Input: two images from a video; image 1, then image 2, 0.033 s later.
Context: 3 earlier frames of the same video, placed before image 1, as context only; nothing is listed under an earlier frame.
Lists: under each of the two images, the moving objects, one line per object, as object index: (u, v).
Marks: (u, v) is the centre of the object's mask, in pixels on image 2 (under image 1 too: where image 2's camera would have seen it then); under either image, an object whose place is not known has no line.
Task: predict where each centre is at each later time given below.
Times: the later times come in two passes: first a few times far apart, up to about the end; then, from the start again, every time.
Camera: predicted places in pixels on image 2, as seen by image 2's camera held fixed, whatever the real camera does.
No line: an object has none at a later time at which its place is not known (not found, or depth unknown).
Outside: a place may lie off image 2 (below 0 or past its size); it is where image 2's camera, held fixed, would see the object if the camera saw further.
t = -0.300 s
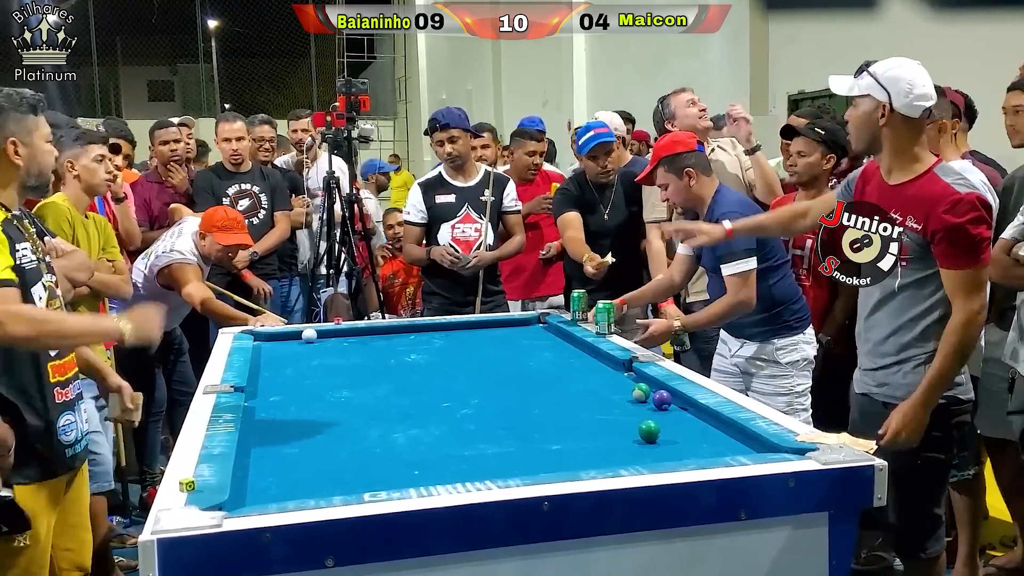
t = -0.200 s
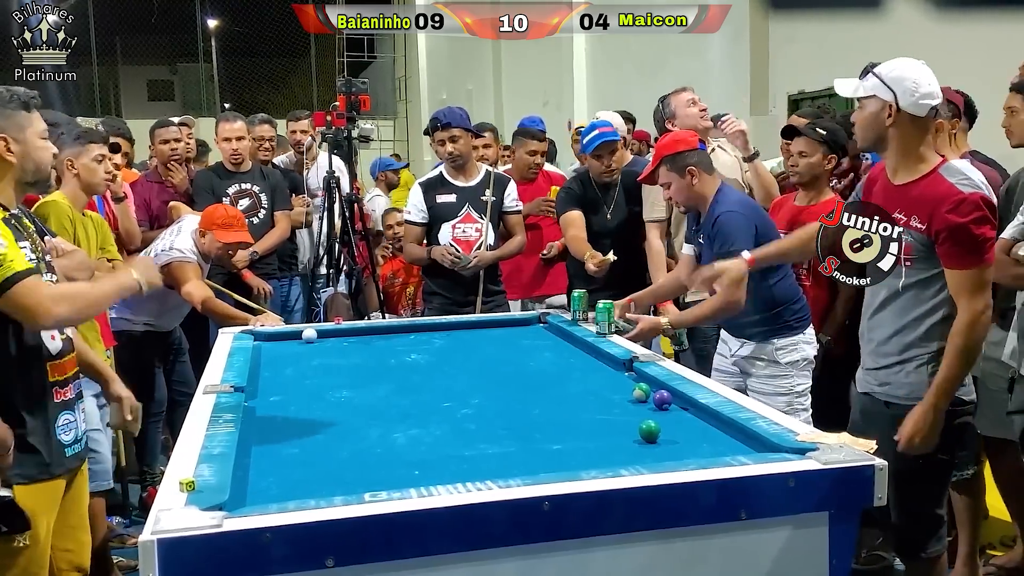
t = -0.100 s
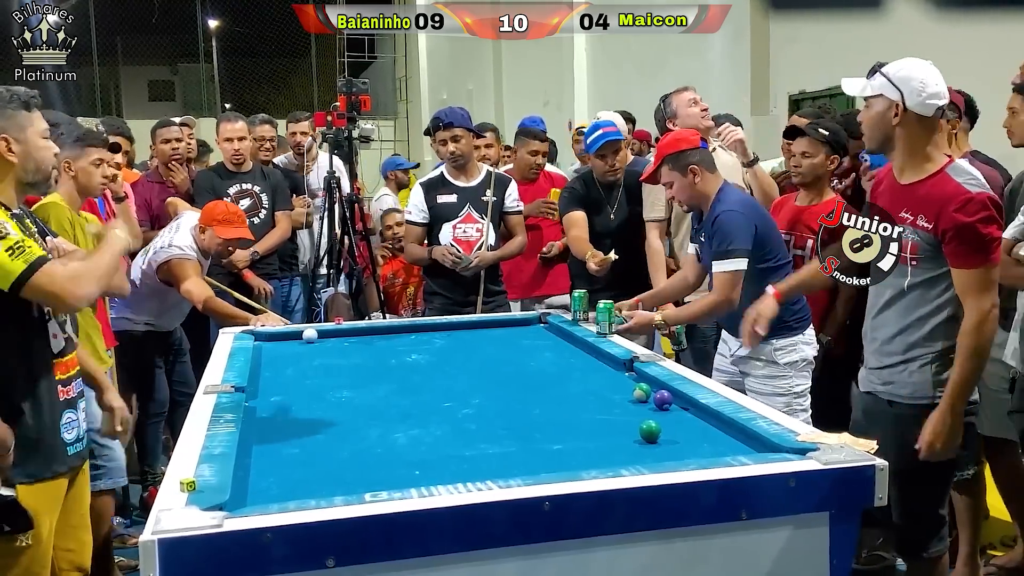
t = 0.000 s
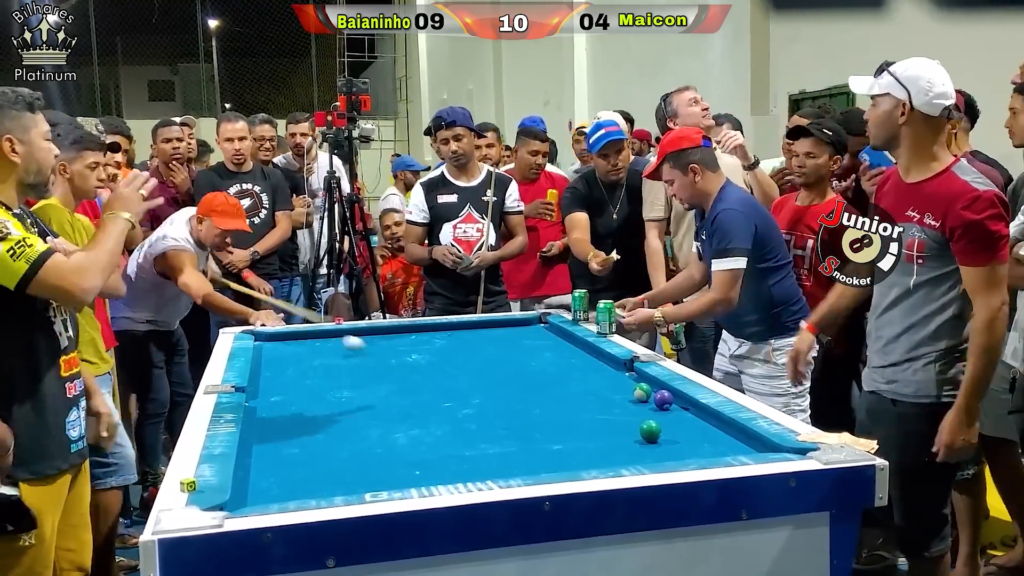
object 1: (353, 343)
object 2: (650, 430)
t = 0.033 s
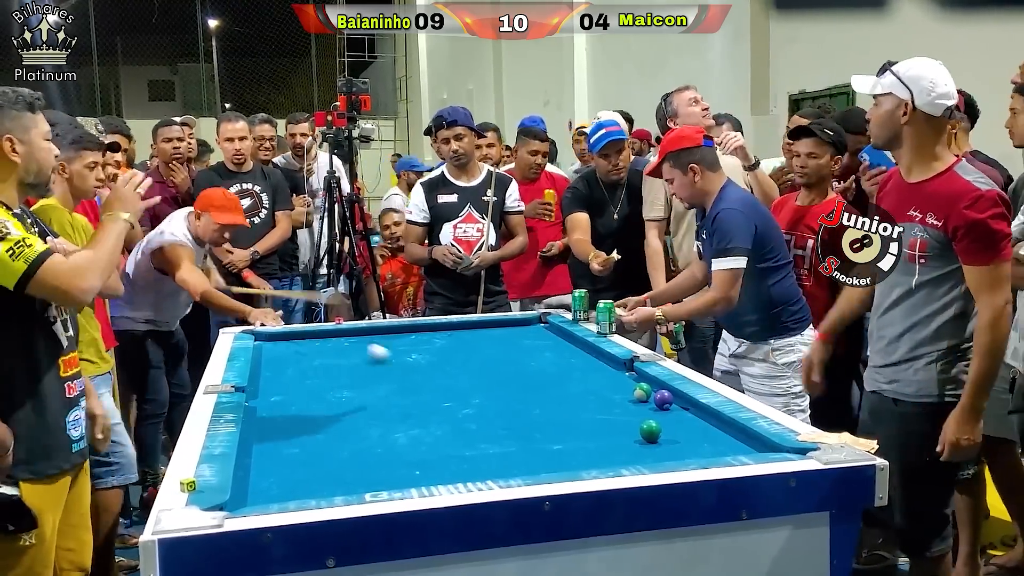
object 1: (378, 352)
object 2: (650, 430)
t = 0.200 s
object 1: (531, 395)
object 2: (650, 430)
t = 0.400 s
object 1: (653, 434)
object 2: (754, 440)
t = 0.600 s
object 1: (715, 453)
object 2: (632, 410)
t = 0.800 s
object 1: (718, 437)
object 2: (546, 390)
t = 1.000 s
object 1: (713, 424)
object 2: (476, 373)
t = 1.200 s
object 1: (673, 416)
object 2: (417, 360)
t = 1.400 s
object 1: (638, 409)
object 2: (367, 348)
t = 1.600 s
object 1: (605, 403)
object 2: (324, 338)
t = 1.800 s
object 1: (577, 398)
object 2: (281, 339)
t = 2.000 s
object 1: (551, 393)
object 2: (281, 348)
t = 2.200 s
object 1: (527, 389)
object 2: (316, 354)
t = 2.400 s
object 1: (505, 385)
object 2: (353, 361)
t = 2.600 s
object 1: (485, 381)
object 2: (393, 368)
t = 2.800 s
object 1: (467, 378)
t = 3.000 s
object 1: (488, 378)
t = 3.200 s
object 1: (514, 379)
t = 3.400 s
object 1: (538, 380)
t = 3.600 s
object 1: (561, 381)
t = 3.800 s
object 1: (582, 381)
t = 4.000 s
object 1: (603, 382)
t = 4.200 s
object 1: (622, 383)
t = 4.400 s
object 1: (639, 381)
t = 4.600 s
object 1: (652, 383)
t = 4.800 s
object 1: (647, 382)
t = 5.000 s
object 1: (638, 382)
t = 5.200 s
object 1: (634, 384)
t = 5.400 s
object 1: (633, 384)
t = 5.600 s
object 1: (632, 384)
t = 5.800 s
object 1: (632, 384)
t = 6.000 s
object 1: (631, 384)
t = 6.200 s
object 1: (631, 384)
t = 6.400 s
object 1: (631, 385)
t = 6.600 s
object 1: (631, 384)
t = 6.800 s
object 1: (631, 385)
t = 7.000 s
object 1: (632, 385)
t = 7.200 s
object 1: (631, 385)
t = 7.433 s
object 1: (632, 385)
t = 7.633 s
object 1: (631, 385)
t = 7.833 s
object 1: (631, 385)
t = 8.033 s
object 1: (631, 385)
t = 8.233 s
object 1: (631, 385)
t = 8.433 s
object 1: (632, 385)
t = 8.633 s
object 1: (632, 385)
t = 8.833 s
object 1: (632, 385)
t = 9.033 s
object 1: (632, 385)
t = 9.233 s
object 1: (632, 385)
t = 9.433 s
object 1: (632, 385)
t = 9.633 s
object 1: (632, 385)
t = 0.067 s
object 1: (405, 359)
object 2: (650, 430)
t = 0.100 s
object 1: (433, 368)
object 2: (650, 430)
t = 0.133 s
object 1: (463, 375)
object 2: (650, 430)
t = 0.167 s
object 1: (496, 385)
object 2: (650, 430)
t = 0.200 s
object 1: (531, 395)
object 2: (650, 430)
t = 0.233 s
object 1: (571, 406)
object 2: (650, 430)
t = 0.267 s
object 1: (614, 417)
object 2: (650, 430)
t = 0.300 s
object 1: (637, 424)
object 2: (682, 433)
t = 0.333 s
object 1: (641, 425)
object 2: (745, 448)
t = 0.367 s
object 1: (647, 430)
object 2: (759, 446)
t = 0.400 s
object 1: (653, 434)
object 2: (754, 440)
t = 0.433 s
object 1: (660, 438)
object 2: (729, 434)
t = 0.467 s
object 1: (669, 441)
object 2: (706, 428)
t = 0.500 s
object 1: (679, 445)
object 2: (684, 423)
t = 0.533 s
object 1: (690, 448)
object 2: (665, 418)
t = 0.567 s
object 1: (702, 450)
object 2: (648, 414)
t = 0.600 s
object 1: (715, 453)
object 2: (632, 410)
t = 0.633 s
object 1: (716, 451)
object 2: (616, 407)
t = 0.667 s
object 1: (715, 448)
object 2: (601, 403)
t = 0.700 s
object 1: (714, 446)
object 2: (586, 399)
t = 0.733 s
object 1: (715, 443)
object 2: (573, 397)
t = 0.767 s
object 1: (716, 440)
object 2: (559, 393)
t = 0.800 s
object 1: (718, 437)
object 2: (546, 390)
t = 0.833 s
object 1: (720, 434)
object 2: (533, 387)
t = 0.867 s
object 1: (723, 431)
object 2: (521, 384)
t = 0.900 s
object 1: (726, 429)
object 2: (509, 381)
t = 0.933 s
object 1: (728, 426)
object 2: (498, 379)
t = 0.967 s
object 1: (720, 425)
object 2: (487, 376)
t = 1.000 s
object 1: (713, 424)
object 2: (476, 373)
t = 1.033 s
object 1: (706, 422)
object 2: (465, 371)
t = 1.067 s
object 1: (699, 421)
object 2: (455, 368)
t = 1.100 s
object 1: (693, 420)
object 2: (445, 366)
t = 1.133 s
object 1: (686, 418)
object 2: (435, 364)
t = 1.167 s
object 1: (679, 417)
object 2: (426, 362)
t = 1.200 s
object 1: (673, 416)
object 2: (417, 360)
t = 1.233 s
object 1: (667, 415)
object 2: (408, 358)
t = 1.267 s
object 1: (661, 414)
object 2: (400, 356)
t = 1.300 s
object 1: (655, 413)
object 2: (391, 354)
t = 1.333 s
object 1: (649, 411)
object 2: (383, 352)
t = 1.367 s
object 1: (643, 410)
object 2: (375, 350)
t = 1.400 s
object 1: (638, 409)
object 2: (367, 348)
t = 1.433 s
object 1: (632, 408)
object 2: (360, 347)
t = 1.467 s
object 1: (626, 407)
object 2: (352, 345)
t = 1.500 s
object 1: (621, 406)
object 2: (345, 343)
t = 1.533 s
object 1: (616, 405)
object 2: (338, 341)
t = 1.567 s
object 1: (611, 404)
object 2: (331, 339)
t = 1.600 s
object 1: (605, 403)
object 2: (324, 338)
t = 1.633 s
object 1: (600, 402)
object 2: (318, 336)
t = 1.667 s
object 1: (595, 401)
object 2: (311, 335)
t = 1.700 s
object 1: (591, 400)
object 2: (305, 334)
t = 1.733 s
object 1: (586, 399)
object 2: (297, 336)
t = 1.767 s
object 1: (581, 399)
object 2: (289, 338)
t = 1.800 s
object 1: (577, 398)
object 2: (281, 339)
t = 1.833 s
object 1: (572, 397)
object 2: (273, 341)
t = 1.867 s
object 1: (568, 396)
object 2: (264, 344)
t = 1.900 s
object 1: (563, 395)
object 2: (262, 345)
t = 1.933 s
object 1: (559, 395)
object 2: (268, 346)
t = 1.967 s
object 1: (555, 394)
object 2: (275, 347)
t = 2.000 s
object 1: (551, 393)
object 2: (281, 348)
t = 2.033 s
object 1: (546, 392)
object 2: (287, 349)
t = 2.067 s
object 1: (542, 391)
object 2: (292, 350)
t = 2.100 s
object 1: (538, 390)
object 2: (298, 351)
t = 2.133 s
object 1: (534, 390)
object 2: (304, 353)
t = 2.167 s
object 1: (530, 389)
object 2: (310, 353)
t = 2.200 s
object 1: (527, 389)
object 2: (316, 354)
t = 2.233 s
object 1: (523, 388)
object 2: (322, 356)
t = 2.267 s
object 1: (519, 387)
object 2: (329, 357)
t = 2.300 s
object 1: (515, 387)
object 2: (335, 358)
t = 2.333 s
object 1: (512, 386)
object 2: (341, 359)
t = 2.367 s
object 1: (508, 385)
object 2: (347, 360)
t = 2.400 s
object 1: (505, 385)
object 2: (353, 361)
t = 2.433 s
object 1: (501, 384)
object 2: (360, 362)
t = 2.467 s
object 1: (498, 383)
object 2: (366, 363)
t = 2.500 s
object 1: (495, 383)
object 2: (373, 364)
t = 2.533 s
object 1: (491, 382)
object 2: (379, 365)
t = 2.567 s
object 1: (488, 382)
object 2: (386, 366)
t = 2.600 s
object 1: (485, 381)
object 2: (393, 368)
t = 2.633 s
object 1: (482, 381)
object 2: (400, 369)
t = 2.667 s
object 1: (479, 380)
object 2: (406, 370)
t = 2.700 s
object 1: (476, 380)
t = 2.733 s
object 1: (473, 379)
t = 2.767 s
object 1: (470, 379)
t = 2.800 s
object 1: (467, 378)
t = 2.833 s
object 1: (464, 377)
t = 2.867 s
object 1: (465, 377)
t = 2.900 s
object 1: (472, 378)
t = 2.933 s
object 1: (478, 378)
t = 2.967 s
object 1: (484, 378)
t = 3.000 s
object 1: (488, 378)
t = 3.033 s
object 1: (492, 379)
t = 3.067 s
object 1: (497, 379)
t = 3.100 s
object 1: (501, 379)
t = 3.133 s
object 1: (505, 379)
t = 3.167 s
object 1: (509, 379)
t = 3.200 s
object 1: (514, 379)
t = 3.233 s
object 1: (518, 379)
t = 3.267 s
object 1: (522, 379)
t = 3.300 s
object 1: (526, 380)
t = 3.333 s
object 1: (530, 380)
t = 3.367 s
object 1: (534, 380)
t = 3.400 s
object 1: (538, 380)
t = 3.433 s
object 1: (542, 380)
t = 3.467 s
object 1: (545, 380)
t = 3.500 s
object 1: (549, 380)
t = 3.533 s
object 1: (553, 380)
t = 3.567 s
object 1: (557, 381)
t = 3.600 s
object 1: (561, 381)
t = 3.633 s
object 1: (564, 381)
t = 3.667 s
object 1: (568, 381)
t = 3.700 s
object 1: (572, 381)
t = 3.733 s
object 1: (575, 381)
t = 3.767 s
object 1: (579, 381)
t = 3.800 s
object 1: (582, 381)
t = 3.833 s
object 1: (586, 382)
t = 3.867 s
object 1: (589, 382)
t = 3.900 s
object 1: (593, 382)
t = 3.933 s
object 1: (596, 382)
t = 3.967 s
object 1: (599, 382)
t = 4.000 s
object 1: (603, 382)
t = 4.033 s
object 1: (606, 382)
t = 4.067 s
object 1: (610, 383)
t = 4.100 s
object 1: (613, 383)
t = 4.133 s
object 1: (616, 383)
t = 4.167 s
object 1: (619, 383)
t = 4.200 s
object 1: (622, 383)
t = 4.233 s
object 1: (625, 383)
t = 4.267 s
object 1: (628, 383)
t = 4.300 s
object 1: (630, 382)
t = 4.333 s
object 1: (633, 382)
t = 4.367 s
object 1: (636, 381)
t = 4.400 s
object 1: (639, 381)
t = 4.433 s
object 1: (643, 380)
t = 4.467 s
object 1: (647, 381)
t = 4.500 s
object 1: (650, 382)
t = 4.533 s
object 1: (653, 383)
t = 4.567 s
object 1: (653, 383)
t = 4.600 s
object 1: (652, 383)
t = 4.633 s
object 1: (651, 383)
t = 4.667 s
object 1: (650, 383)
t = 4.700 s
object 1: (650, 383)
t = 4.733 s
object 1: (649, 383)
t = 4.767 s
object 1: (648, 383)
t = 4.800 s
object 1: (647, 382)
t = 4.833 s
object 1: (645, 382)
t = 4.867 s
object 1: (644, 382)
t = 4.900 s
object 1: (642, 382)
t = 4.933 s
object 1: (641, 382)
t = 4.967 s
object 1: (640, 382)
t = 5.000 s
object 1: (638, 382)
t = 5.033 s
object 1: (637, 383)
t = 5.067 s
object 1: (637, 383)
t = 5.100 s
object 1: (636, 383)
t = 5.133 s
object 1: (636, 383)
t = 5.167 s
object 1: (635, 384)
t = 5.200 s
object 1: (634, 384)
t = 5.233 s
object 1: (634, 384)
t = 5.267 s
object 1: (634, 384)
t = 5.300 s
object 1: (633, 384)
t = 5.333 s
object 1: (633, 384)
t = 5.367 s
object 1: (633, 384)
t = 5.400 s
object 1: (633, 384)
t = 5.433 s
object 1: (633, 384)
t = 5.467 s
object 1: (632, 384)
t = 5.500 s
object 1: (632, 384)
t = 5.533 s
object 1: (632, 384)
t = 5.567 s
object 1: (632, 384)
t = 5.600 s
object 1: (632, 384)
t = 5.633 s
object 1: (632, 384)
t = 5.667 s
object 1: (632, 384)
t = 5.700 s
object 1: (632, 384)
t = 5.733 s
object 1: (632, 384)
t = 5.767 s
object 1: (632, 384)
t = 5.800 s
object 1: (632, 384)
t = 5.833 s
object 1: (631, 384)
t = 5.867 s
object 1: (631, 384)
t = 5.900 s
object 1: (631, 384)
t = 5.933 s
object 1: (631, 384)
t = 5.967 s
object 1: (631, 384)
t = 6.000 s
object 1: (631, 384)
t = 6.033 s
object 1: (631, 384)
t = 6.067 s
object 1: (631, 384)
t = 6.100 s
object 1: (631, 384)
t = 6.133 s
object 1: (631, 385)
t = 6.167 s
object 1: (631, 384)
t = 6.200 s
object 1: (631, 384)
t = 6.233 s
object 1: (631, 385)
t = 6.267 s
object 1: (631, 385)
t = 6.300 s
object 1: (631, 385)
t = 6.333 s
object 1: (631, 384)
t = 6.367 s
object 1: (631, 385)
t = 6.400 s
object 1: (631, 385)
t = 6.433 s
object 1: (632, 384)
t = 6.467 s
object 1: (631, 384)
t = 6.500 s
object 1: (631, 384)
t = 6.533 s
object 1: (631, 384)
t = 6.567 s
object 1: (631, 384)
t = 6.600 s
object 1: (631, 384)
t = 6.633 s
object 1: (631, 384)
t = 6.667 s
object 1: (631, 384)
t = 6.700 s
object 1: (631, 384)
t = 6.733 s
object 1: (631, 384)
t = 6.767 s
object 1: (631, 385)
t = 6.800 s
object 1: (631, 385)
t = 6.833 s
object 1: (631, 385)
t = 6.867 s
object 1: (631, 385)
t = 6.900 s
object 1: (631, 385)
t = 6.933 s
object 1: (631, 385)
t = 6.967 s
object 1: (631, 384)
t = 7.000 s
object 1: (632, 385)
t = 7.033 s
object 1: (631, 384)
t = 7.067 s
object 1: (631, 385)
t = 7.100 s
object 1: (632, 385)
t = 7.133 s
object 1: (631, 385)
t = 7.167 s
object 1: (631, 385)
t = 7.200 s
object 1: (631, 385)
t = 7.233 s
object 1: (631, 385)
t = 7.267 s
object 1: (631, 385)
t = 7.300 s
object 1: (631, 385)
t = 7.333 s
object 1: (631, 385)
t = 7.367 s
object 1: (632, 385)
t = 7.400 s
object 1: (632, 385)
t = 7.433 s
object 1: (632, 385)
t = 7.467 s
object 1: (632, 385)
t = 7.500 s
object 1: (631, 385)
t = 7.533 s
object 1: (631, 385)
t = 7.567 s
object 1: (631, 385)
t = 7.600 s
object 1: (631, 385)
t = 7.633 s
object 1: (631, 385)
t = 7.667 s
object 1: (631, 385)
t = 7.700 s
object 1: (631, 385)
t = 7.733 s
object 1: (632, 385)
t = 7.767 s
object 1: (632, 385)
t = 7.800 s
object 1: (632, 385)
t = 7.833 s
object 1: (631, 385)
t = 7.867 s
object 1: (632, 384)
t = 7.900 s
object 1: (632, 385)
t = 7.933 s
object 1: (632, 385)
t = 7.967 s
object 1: (632, 385)
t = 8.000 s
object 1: (632, 385)
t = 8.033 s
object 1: (631, 385)
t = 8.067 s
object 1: (632, 385)
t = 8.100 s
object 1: (632, 385)
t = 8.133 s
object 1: (632, 385)
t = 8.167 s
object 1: (632, 385)
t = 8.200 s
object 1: (632, 385)
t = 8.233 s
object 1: (631, 385)
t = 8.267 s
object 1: (632, 384)
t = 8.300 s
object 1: (631, 385)
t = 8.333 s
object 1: (631, 384)
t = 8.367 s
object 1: (631, 384)
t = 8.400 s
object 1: (631, 384)
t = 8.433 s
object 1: (632, 385)
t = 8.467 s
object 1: (632, 385)
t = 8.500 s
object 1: (632, 385)
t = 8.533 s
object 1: (631, 384)
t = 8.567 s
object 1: (632, 385)
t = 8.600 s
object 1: (632, 385)
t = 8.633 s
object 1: (632, 385)
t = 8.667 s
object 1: (632, 385)
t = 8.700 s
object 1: (632, 385)
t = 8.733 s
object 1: (632, 385)
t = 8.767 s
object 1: (632, 385)
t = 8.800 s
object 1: (632, 385)
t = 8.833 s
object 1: (632, 385)
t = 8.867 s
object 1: (632, 385)
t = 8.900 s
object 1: (632, 384)
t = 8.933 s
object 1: (632, 385)
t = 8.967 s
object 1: (632, 385)
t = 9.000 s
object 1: (632, 385)
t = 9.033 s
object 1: (632, 385)
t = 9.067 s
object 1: (632, 385)
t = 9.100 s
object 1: (632, 385)
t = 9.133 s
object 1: (632, 385)
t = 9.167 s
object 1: (632, 385)
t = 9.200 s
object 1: (632, 385)
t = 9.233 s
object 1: (632, 385)
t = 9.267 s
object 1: (632, 385)
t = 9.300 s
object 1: (632, 385)
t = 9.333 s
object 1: (632, 385)
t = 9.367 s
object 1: (632, 385)
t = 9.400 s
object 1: (632, 385)
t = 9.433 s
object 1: (632, 385)
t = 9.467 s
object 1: (632, 385)
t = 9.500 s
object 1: (632, 385)
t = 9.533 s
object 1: (632, 385)
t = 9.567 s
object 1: (632, 385)
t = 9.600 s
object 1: (632, 385)
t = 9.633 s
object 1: (632, 385)
